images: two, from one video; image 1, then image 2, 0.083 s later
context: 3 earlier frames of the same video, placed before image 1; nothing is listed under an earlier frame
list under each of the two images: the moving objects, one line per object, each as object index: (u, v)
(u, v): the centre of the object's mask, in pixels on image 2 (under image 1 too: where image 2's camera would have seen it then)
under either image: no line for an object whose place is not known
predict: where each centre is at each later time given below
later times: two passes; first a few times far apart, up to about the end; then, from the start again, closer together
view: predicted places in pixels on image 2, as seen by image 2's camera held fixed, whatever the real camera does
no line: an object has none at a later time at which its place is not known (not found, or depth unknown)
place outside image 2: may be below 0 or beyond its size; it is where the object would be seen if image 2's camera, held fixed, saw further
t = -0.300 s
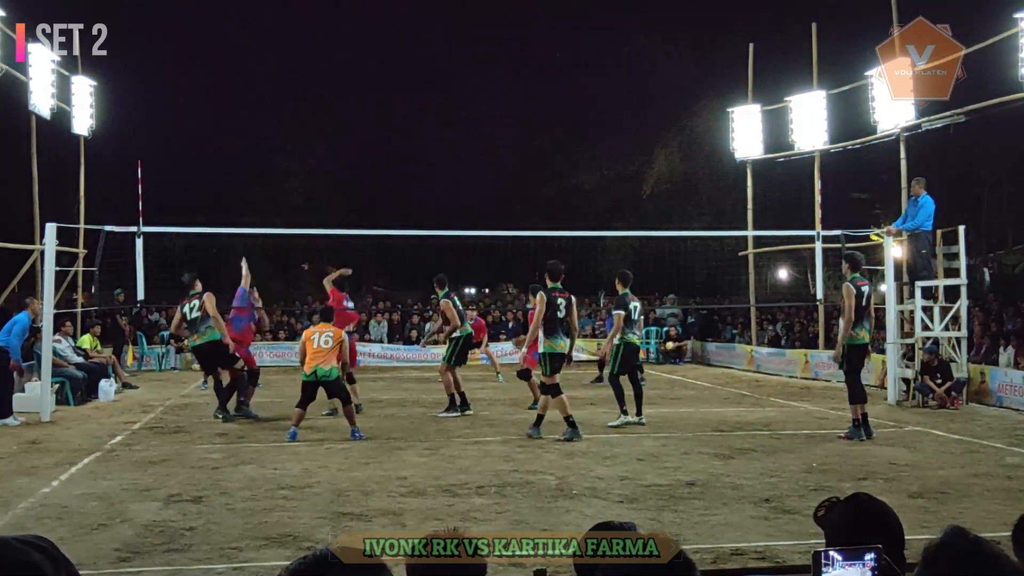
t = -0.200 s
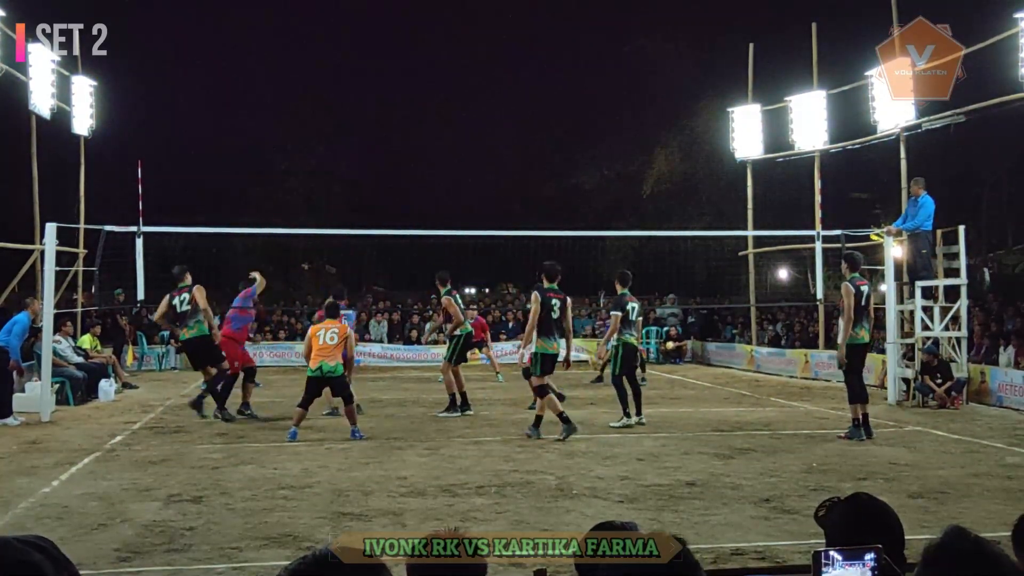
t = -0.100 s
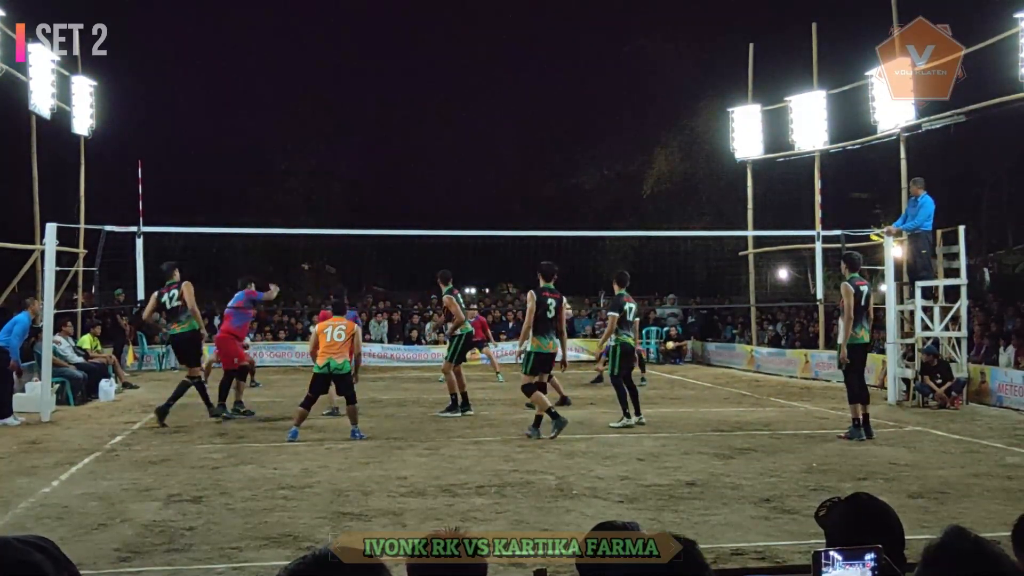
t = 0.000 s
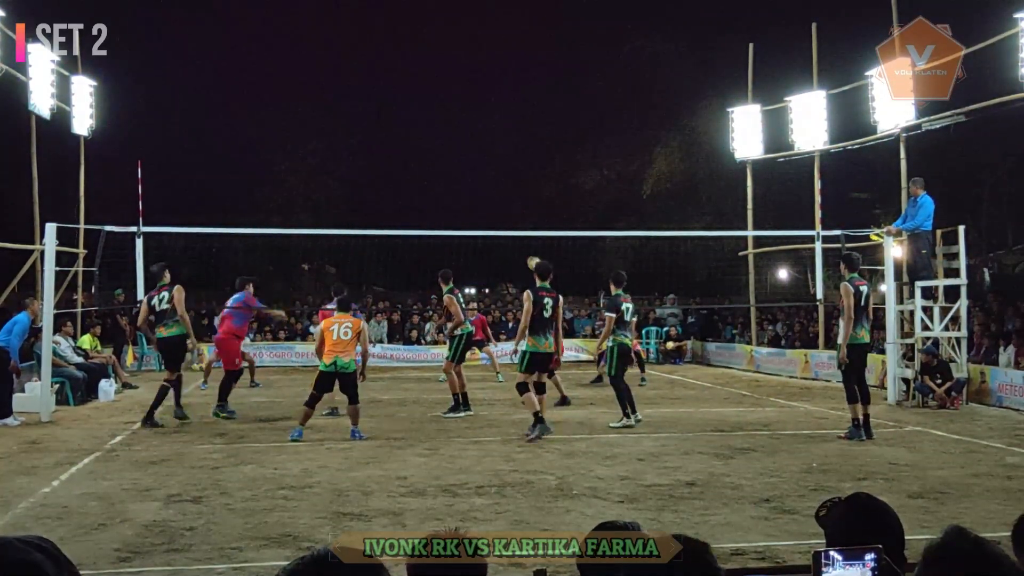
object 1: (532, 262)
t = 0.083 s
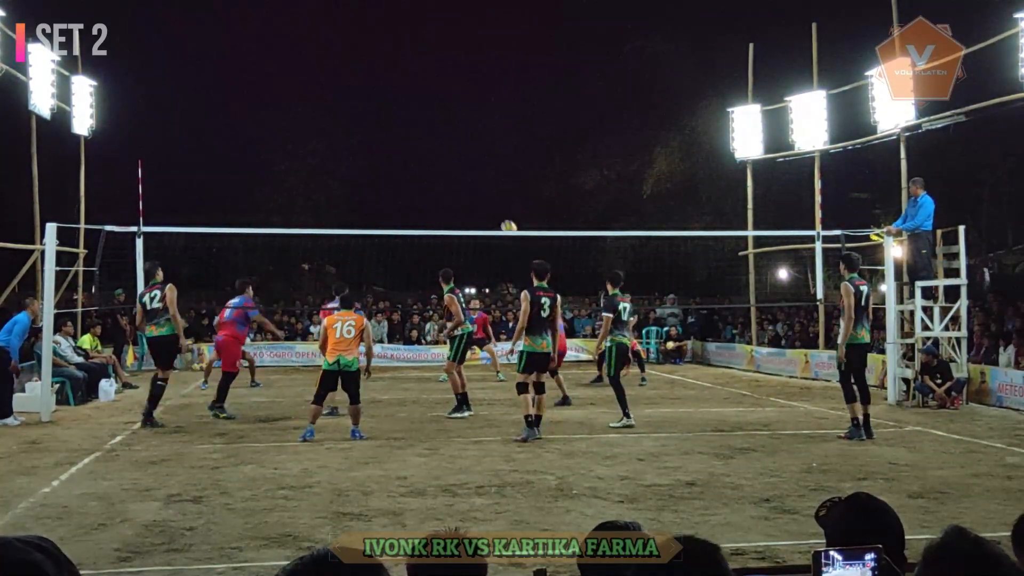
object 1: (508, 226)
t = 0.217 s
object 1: (467, 176)
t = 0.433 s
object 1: (396, 111)
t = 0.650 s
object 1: (323, 70)
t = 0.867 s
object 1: (244, 56)
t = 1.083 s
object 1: (161, 72)
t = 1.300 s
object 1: (68, 121)
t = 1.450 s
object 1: (5, 175)
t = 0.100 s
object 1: (503, 221)
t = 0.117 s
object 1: (499, 214)
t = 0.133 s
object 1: (493, 208)
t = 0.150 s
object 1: (488, 201)
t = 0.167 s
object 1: (483, 195)
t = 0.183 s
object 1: (478, 189)
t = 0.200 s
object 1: (472, 182)
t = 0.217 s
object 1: (467, 176)
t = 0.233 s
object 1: (462, 171)
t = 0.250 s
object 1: (457, 165)
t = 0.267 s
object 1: (452, 160)
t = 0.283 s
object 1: (446, 154)
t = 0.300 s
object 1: (440, 149)
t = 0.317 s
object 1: (435, 144)
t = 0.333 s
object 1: (429, 138)
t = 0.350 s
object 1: (424, 133)
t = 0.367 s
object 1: (419, 129)
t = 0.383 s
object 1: (413, 124)
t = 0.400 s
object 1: (408, 120)
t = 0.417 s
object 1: (402, 115)
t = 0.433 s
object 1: (396, 111)
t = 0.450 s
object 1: (391, 107)
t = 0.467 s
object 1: (385, 103)
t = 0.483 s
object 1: (380, 99)
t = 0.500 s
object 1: (374, 95)
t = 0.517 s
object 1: (369, 92)
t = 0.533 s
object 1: (363, 89)
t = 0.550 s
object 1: (357, 86)
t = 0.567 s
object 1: (352, 83)
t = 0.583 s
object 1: (346, 80)
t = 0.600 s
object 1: (340, 77)
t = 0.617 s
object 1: (335, 75)
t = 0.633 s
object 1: (328, 72)
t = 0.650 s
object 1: (323, 70)
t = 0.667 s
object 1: (317, 68)
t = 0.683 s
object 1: (311, 66)
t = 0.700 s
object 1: (305, 64)
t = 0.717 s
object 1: (299, 62)
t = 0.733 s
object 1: (294, 61)
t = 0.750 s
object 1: (287, 60)
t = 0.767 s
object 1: (282, 59)
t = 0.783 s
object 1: (275, 58)
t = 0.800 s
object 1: (269, 57)
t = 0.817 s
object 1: (263, 57)
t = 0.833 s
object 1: (257, 56)
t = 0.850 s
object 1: (251, 56)
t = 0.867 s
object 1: (244, 56)
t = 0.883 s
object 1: (238, 56)
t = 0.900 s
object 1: (232, 56)
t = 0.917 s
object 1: (226, 57)
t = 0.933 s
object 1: (220, 57)
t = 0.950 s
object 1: (213, 58)
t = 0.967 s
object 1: (207, 60)
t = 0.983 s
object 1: (200, 61)
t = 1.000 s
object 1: (194, 62)
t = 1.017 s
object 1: (187, 63)
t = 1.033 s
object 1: (181, 65)
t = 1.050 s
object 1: (174, 68)
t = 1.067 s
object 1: (167, 69)
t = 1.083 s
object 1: (161, 72)
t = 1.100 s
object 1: (154, 75)
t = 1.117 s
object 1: (147, 77)
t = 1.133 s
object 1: (140, 80)
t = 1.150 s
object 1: (134, 84)
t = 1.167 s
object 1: (127, 86)
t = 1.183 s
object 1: (120, 90)
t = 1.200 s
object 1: (113, 94)
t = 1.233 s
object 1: (100, 102)
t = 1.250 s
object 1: (95, 108)
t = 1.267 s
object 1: (87, 111)
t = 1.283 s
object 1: (76, 116)
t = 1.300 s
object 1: (68, 121)
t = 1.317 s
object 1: (62, 125)
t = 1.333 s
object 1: (55, 131)
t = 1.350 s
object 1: (48, 137)
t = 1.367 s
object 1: (40, 142)
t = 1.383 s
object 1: (33, 149)
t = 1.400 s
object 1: (25, 156)
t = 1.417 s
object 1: (18, 162)
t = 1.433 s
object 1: (10, 168)
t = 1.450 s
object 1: (5, 175)
